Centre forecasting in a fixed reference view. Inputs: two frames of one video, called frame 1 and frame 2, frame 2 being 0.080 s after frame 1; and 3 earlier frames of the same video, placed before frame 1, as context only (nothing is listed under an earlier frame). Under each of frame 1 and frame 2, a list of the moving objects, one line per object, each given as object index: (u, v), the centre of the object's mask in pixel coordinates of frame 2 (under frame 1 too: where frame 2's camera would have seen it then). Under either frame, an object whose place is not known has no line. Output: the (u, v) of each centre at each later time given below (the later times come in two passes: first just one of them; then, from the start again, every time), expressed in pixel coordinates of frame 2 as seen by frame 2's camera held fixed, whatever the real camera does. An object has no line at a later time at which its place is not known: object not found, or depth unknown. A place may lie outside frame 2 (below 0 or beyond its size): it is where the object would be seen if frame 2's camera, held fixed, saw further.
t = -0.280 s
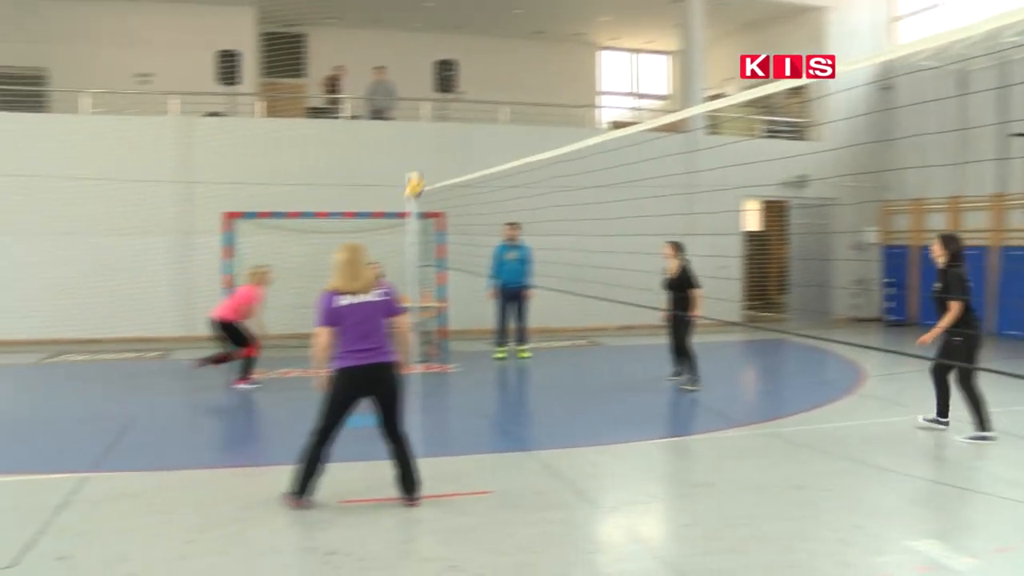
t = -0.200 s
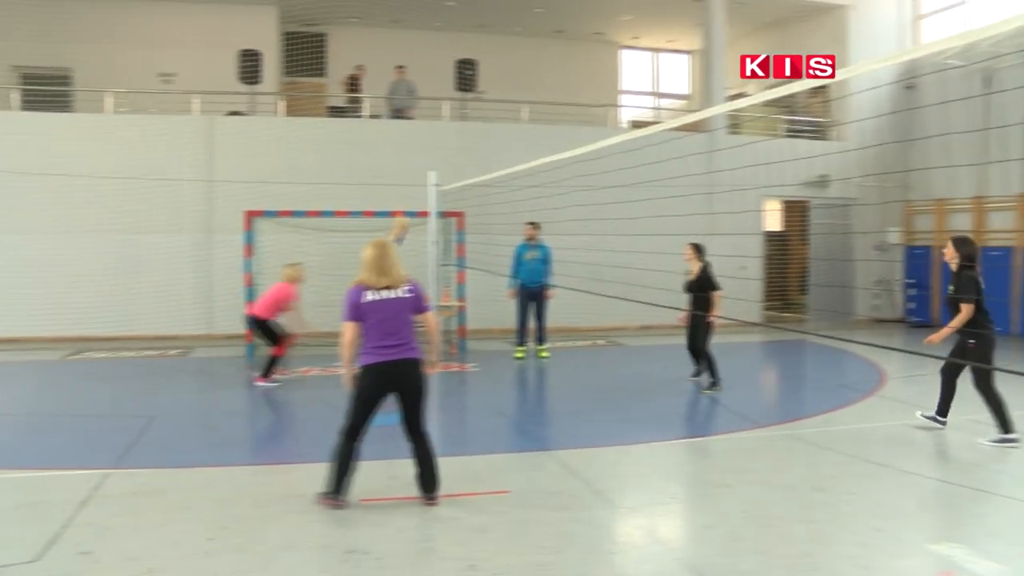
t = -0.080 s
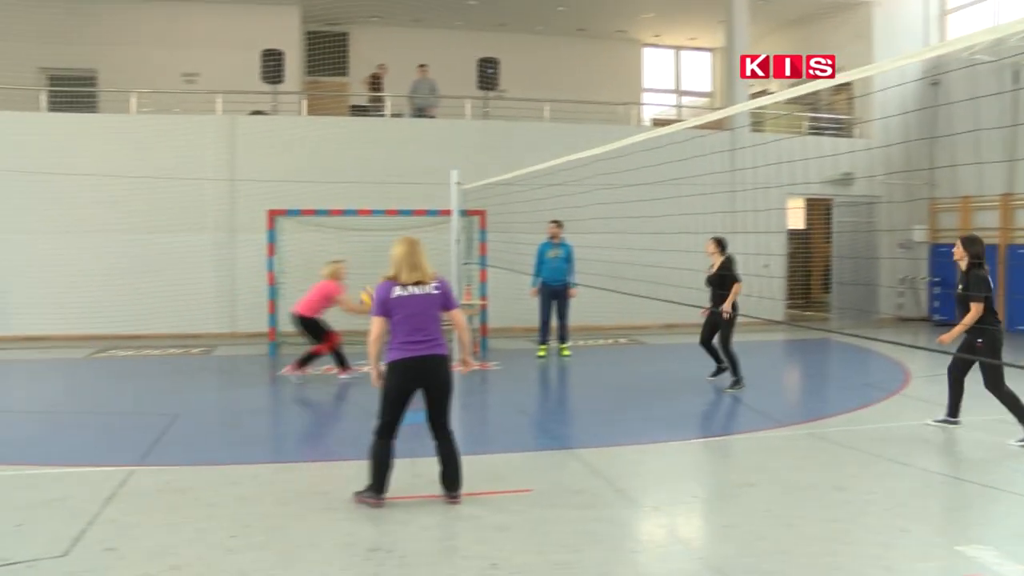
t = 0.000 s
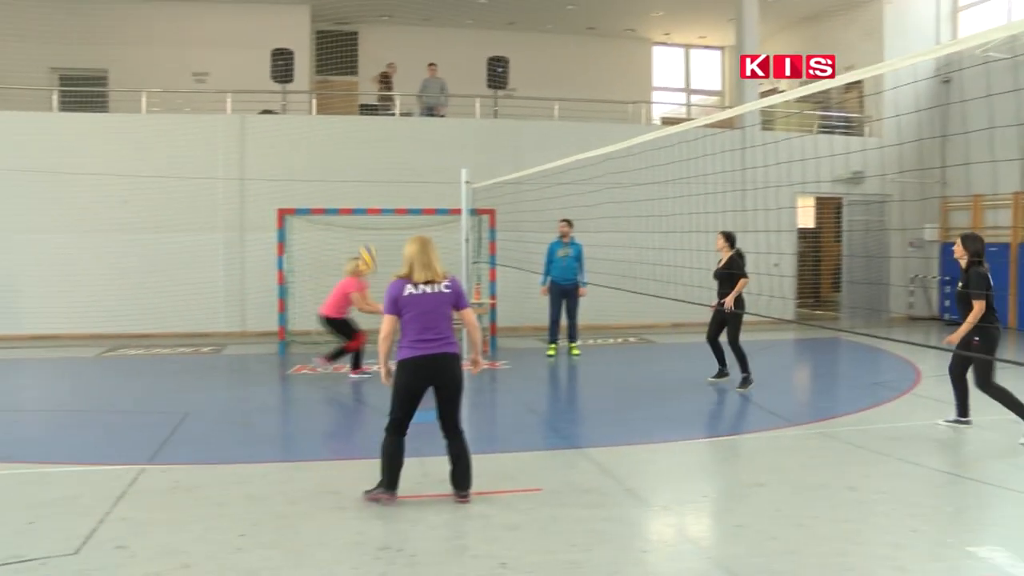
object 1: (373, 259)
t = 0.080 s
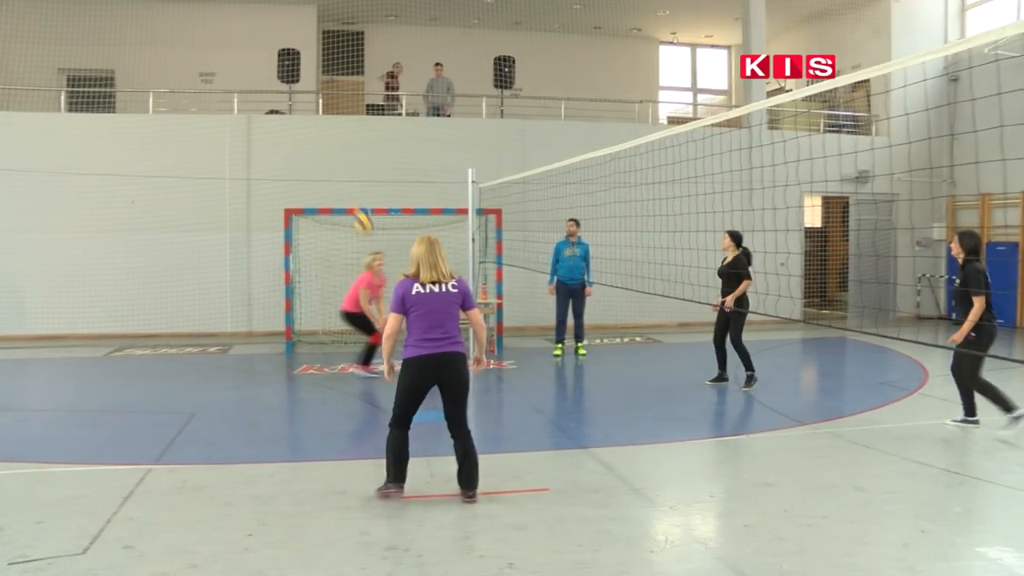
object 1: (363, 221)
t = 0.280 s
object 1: (331, 138)
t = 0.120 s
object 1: (356, 201)
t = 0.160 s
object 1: (351, 184)
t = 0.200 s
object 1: (345, 168)
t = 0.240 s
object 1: (339, 153)
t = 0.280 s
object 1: (331, 138)
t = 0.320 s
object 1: (324, 125)
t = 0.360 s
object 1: (317, 113)
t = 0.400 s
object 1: (312, 103)
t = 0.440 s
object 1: (303, 92)
